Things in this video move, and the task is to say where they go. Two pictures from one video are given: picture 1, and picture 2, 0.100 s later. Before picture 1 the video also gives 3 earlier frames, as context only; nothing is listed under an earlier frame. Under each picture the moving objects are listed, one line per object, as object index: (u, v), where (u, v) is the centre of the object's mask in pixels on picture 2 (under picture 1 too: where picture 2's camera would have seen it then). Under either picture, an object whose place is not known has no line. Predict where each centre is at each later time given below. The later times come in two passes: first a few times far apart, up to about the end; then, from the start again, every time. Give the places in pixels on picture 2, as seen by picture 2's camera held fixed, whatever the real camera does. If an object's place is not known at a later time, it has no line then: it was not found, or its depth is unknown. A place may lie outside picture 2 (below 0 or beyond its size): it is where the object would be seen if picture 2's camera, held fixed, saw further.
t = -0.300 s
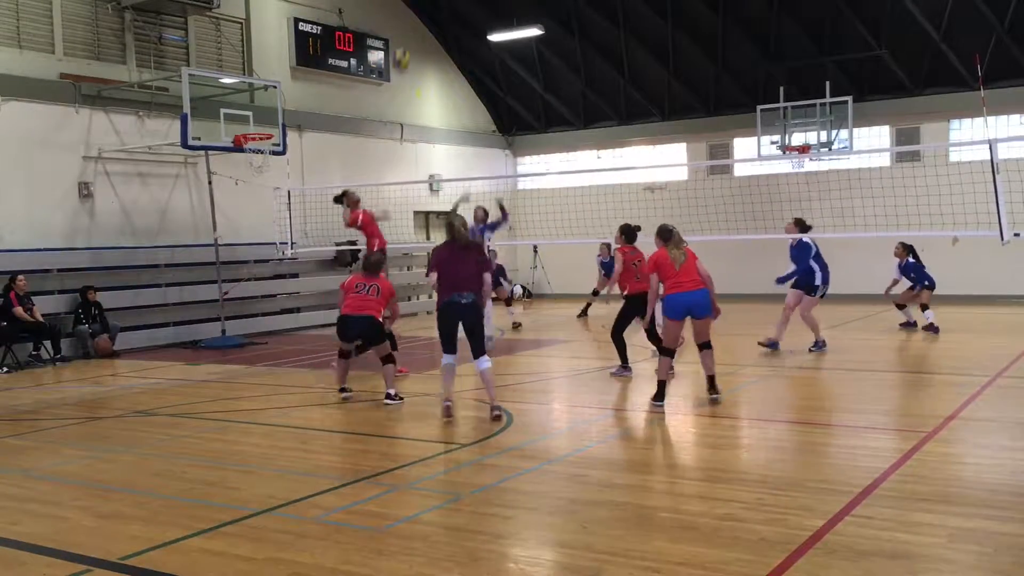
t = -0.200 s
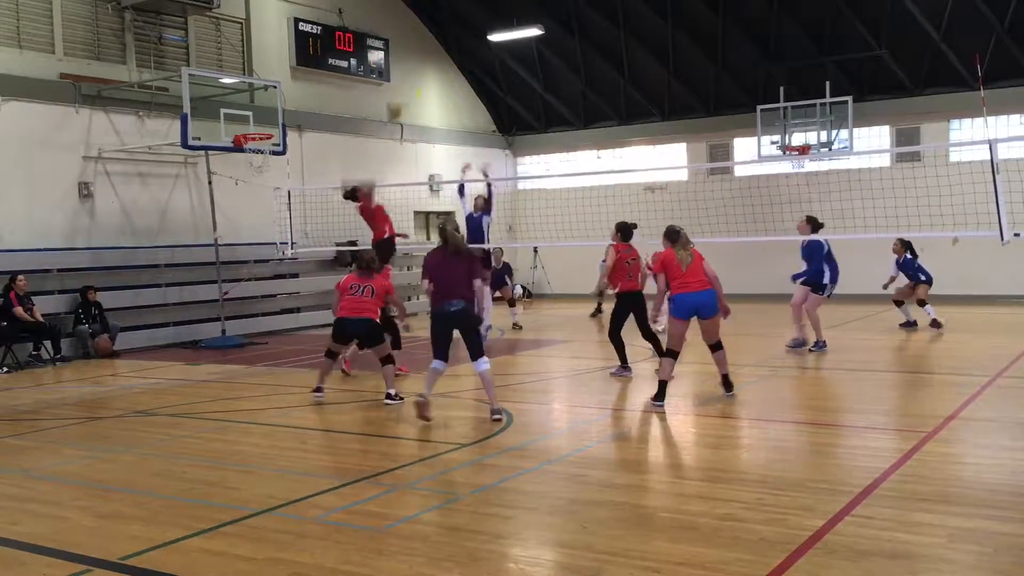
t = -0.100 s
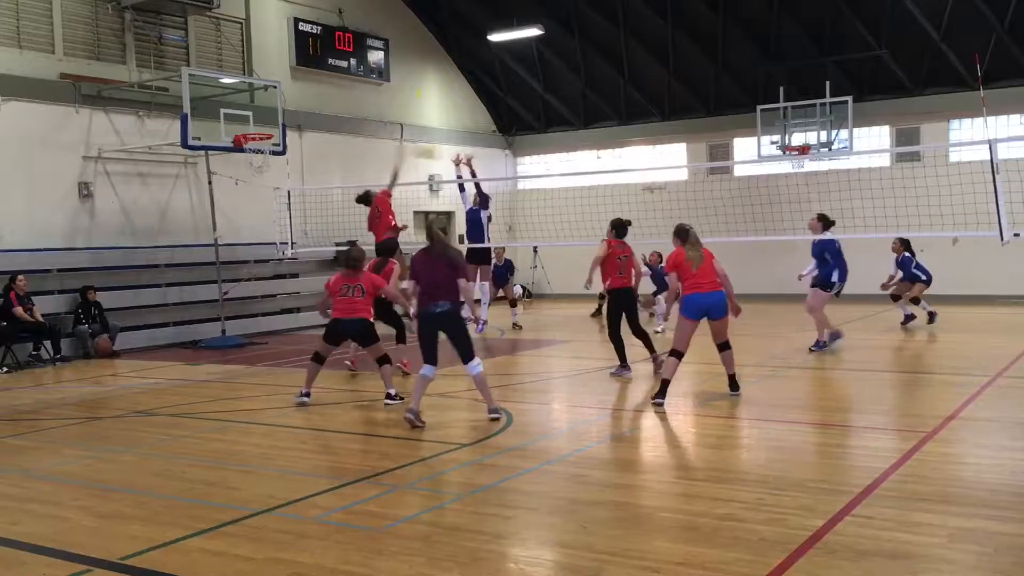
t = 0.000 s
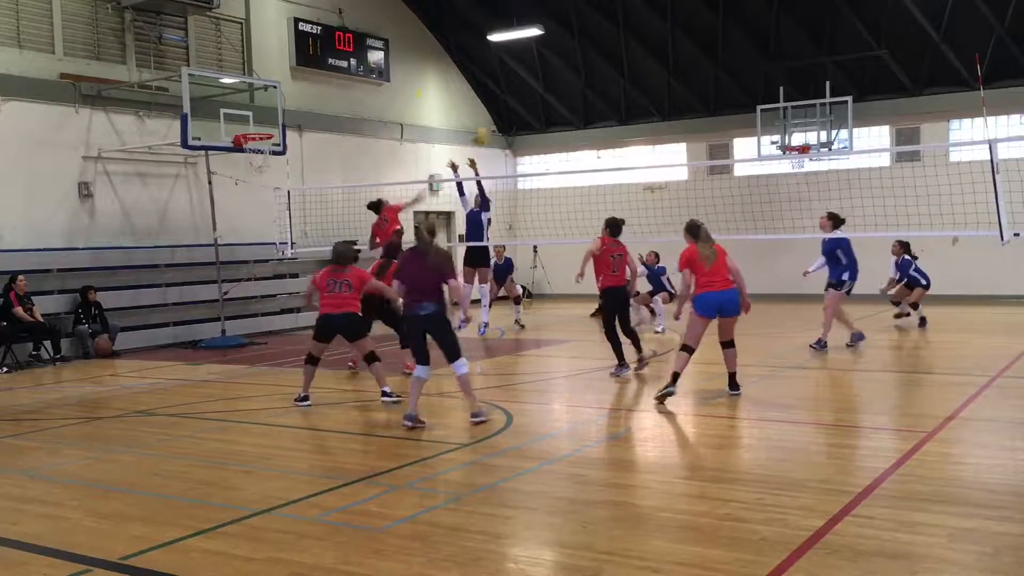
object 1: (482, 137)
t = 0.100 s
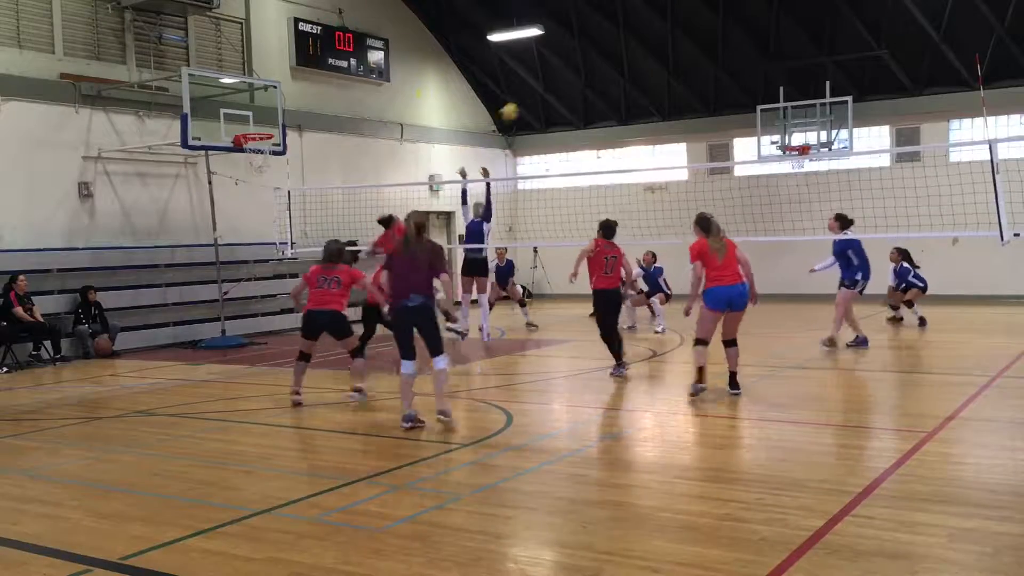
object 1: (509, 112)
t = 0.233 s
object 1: (546, 93)
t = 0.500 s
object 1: (613, 95)
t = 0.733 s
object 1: (665, 134)
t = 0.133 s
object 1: (519, 106)
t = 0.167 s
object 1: (528, 100)
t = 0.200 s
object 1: (537, 96)
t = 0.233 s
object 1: (546, 93)
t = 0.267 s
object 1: (554, 90)
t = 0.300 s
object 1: (563, 89)
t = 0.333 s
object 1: (572, 87)
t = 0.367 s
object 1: (581, 87)
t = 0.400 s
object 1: (589, 88)
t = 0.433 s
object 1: (597, 89)
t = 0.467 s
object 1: (605, 92)
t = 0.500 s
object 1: (613, 95)
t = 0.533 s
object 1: (622, 99)
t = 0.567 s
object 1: (630, 103)
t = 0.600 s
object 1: (637, 110)
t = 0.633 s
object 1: (645, 114)
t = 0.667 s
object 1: (652, 120)
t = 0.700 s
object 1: (660, 127)
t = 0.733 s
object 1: (665, 134)
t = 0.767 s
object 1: (675, 143)
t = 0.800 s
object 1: (681, 153)
